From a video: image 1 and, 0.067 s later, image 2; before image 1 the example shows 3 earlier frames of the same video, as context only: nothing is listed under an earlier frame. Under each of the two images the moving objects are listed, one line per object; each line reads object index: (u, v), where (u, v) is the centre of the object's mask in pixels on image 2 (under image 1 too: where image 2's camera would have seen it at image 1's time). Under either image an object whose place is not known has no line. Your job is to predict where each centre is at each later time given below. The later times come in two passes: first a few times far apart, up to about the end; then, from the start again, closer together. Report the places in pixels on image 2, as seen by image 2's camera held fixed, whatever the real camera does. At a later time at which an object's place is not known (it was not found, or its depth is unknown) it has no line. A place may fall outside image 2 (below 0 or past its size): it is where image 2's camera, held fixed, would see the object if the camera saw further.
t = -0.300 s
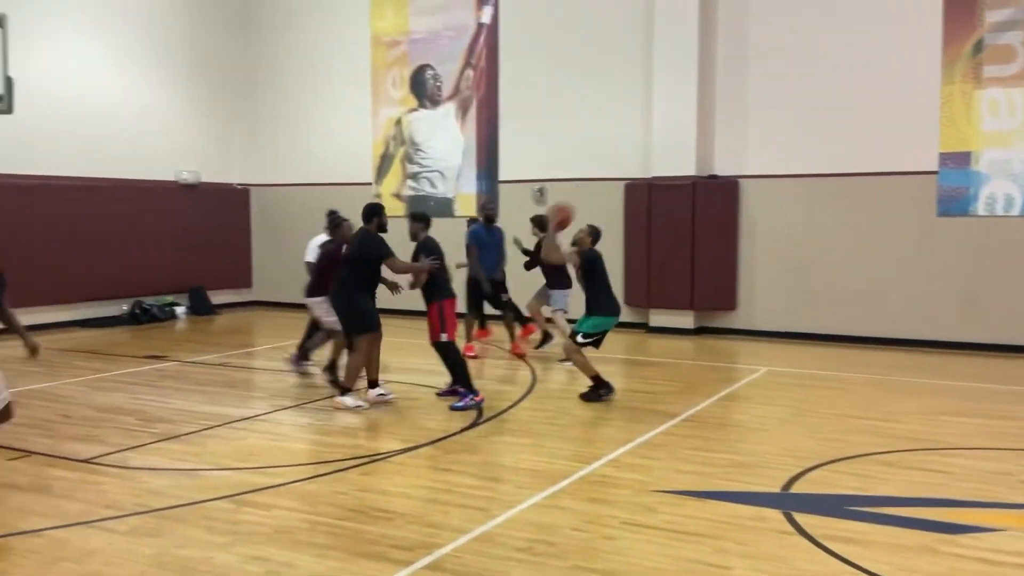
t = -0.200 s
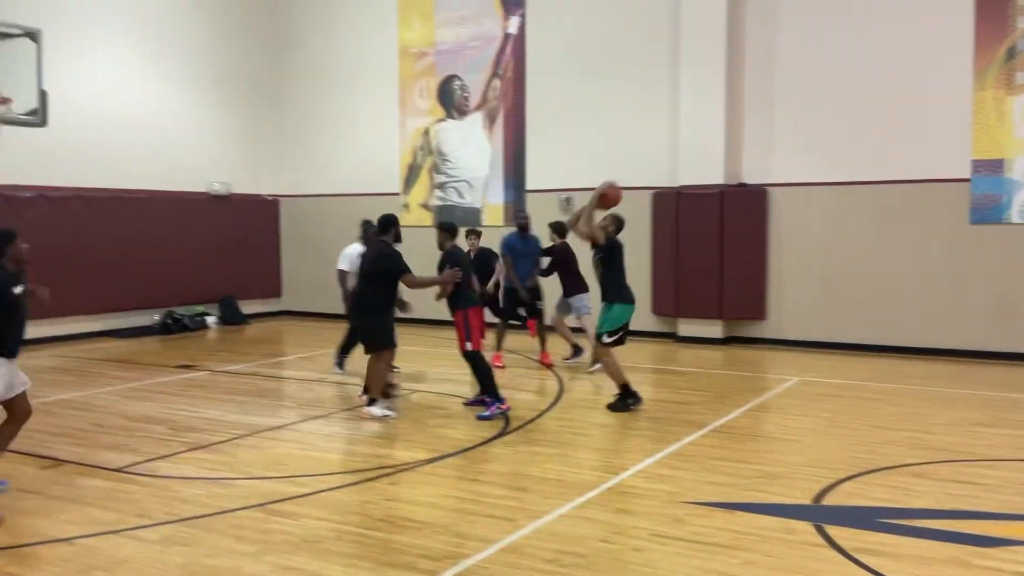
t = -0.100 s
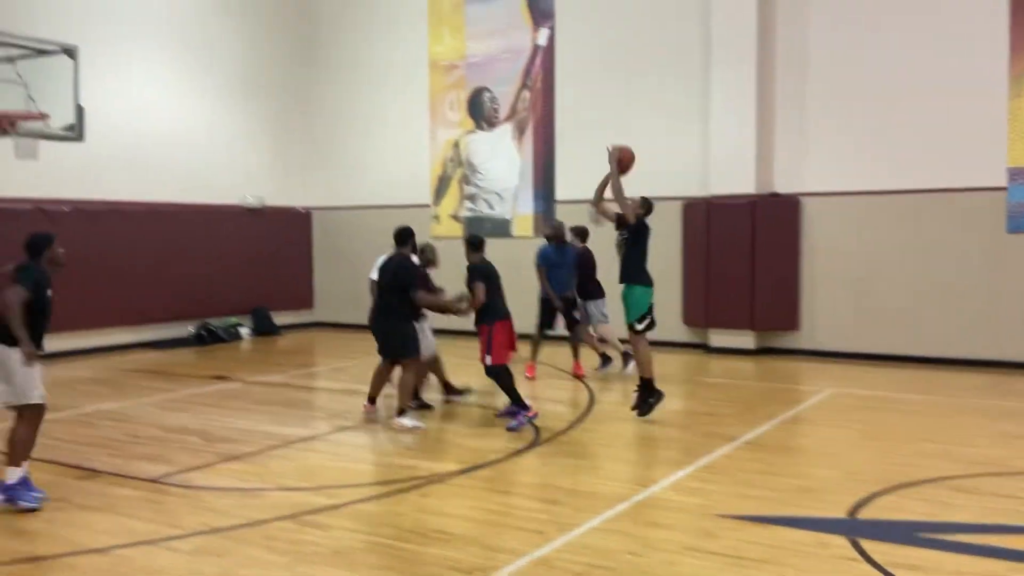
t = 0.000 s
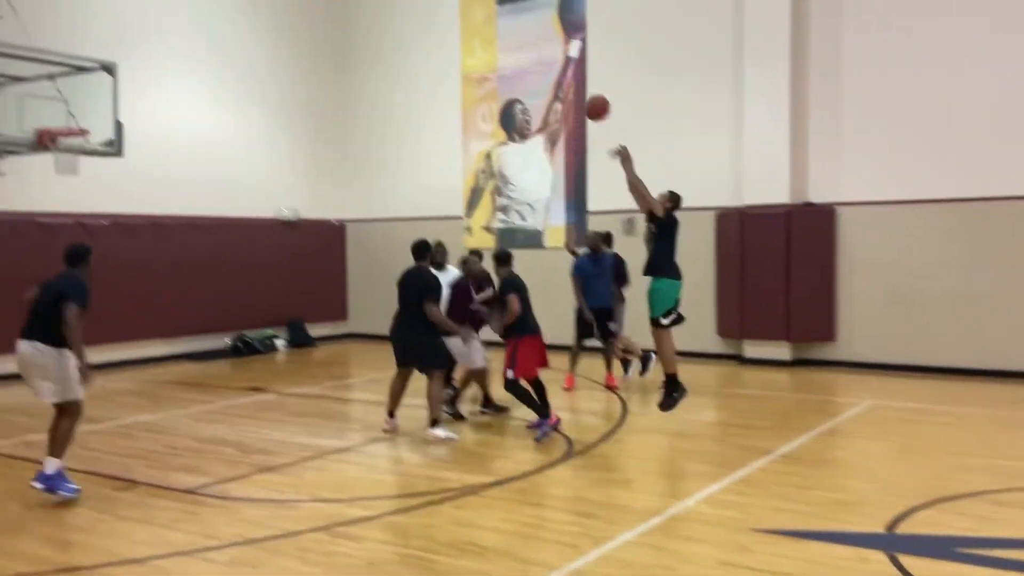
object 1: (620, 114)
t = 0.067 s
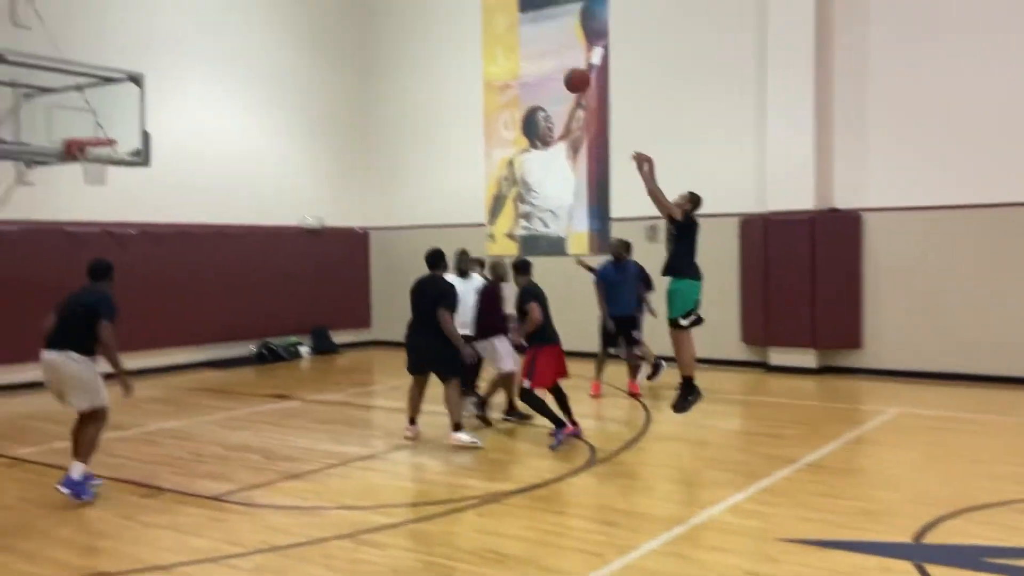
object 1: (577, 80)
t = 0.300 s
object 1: (439, 4)
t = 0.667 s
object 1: (253, 3)
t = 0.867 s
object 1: (164, 54)
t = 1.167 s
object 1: (99, 149)
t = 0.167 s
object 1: (516, 40)
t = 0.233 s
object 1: (477, 19)
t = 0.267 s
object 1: (458, 11)
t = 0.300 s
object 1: (439, 4)
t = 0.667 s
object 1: (253, 3)
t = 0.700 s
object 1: (238, 10)
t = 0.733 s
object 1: (222, 17)
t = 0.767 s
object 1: (208, 25)
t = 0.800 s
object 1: (193, 34)
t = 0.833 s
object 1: (178, 44)
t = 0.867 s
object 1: (164, 54)
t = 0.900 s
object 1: (150, 66)
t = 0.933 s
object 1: (137, 78)
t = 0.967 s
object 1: (124, 92)
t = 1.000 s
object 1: (111, 106)
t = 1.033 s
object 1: (98, 121)
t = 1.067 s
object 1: (87, 135)
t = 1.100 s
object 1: (84, 140)
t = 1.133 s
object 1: (86, 137)
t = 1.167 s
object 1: (99, 149)
